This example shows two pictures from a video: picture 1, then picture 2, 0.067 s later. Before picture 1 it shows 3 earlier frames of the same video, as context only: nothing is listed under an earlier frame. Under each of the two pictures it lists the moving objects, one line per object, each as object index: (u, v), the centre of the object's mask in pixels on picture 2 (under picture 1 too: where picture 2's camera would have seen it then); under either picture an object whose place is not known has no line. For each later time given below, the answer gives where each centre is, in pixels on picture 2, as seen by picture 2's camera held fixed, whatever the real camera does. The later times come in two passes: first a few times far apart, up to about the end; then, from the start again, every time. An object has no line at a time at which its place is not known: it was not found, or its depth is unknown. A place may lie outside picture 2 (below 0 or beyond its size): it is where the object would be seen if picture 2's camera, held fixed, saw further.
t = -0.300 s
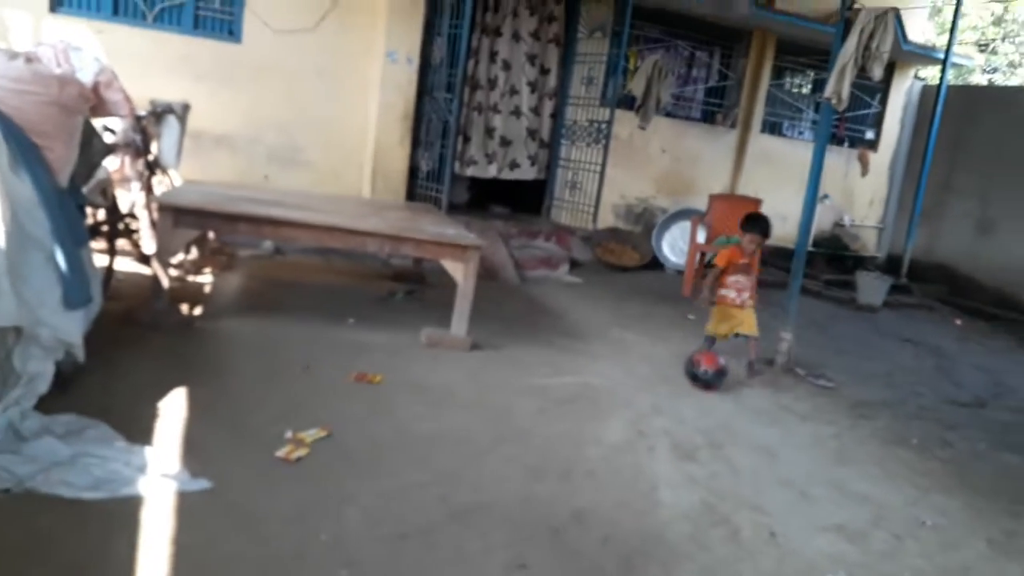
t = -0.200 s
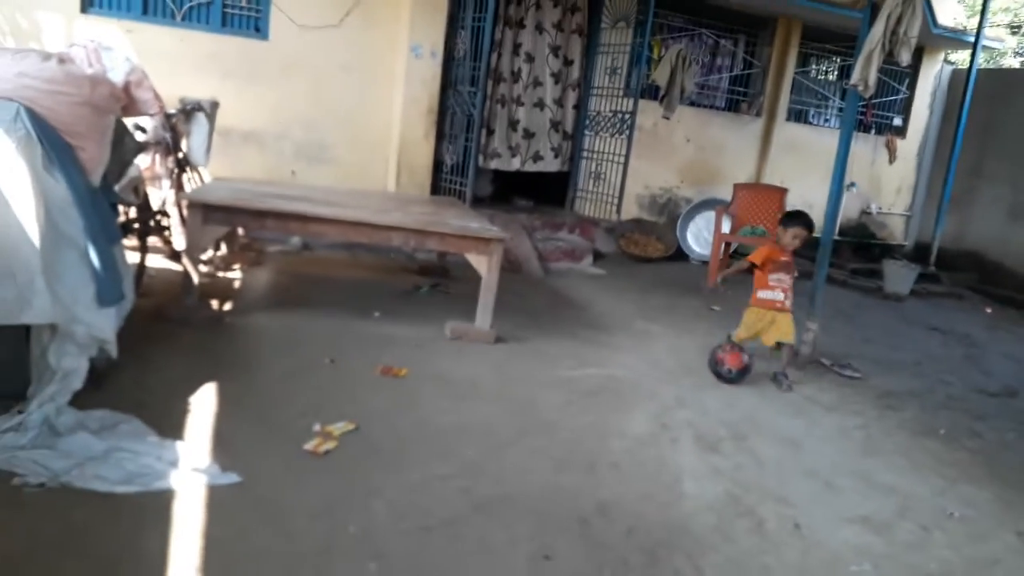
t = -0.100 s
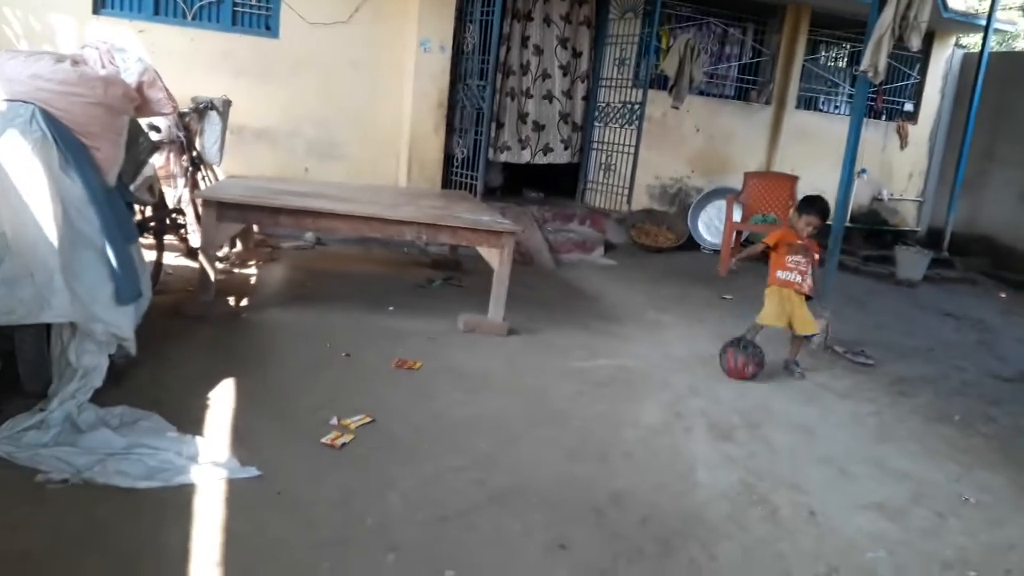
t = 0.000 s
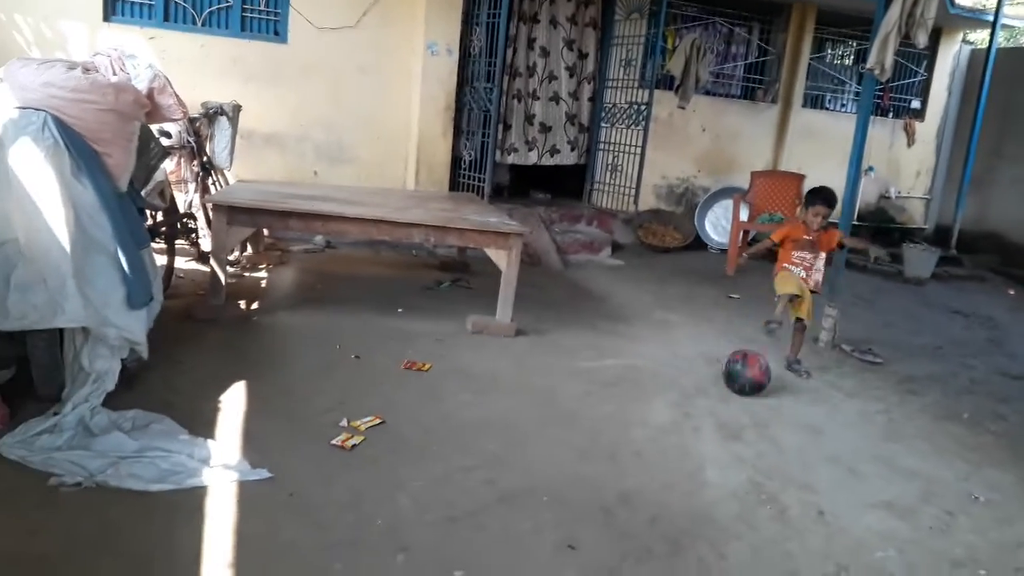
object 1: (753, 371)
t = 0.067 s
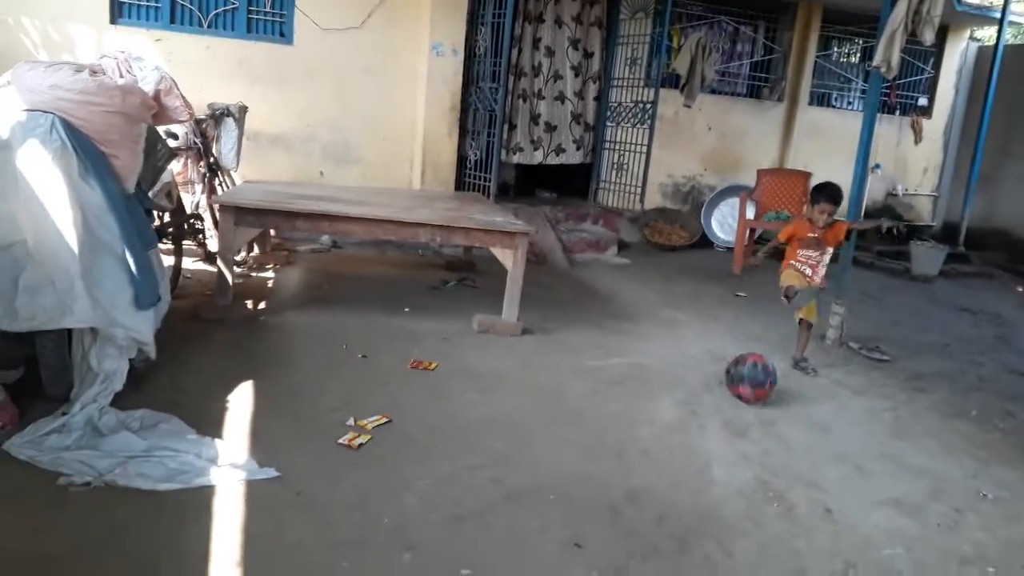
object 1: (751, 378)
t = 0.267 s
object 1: (743, 412)
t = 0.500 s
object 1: (741, 480)
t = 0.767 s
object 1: (775, 559)
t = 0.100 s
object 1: (748, 384)
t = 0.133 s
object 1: (747, 392)
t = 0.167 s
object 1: (745, 398)
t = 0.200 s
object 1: (743, 408)
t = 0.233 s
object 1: (742, 415)
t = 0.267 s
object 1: (743, 412)
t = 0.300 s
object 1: (744, 411)
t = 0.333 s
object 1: (745, 413)
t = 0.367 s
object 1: (746, 418)
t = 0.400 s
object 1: (745, 427)
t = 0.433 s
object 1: (744, 439)
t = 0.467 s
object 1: (743, 457)
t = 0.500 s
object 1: (741, 480)
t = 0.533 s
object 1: (743, 488)
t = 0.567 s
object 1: (748, 489)
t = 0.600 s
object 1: (754, 495)
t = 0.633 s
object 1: (758, 505)
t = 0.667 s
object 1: (762, 520)
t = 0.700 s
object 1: (767, 542)
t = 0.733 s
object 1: (769, 559)
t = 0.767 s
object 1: (775, 559)
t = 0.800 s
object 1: (781, 568)
